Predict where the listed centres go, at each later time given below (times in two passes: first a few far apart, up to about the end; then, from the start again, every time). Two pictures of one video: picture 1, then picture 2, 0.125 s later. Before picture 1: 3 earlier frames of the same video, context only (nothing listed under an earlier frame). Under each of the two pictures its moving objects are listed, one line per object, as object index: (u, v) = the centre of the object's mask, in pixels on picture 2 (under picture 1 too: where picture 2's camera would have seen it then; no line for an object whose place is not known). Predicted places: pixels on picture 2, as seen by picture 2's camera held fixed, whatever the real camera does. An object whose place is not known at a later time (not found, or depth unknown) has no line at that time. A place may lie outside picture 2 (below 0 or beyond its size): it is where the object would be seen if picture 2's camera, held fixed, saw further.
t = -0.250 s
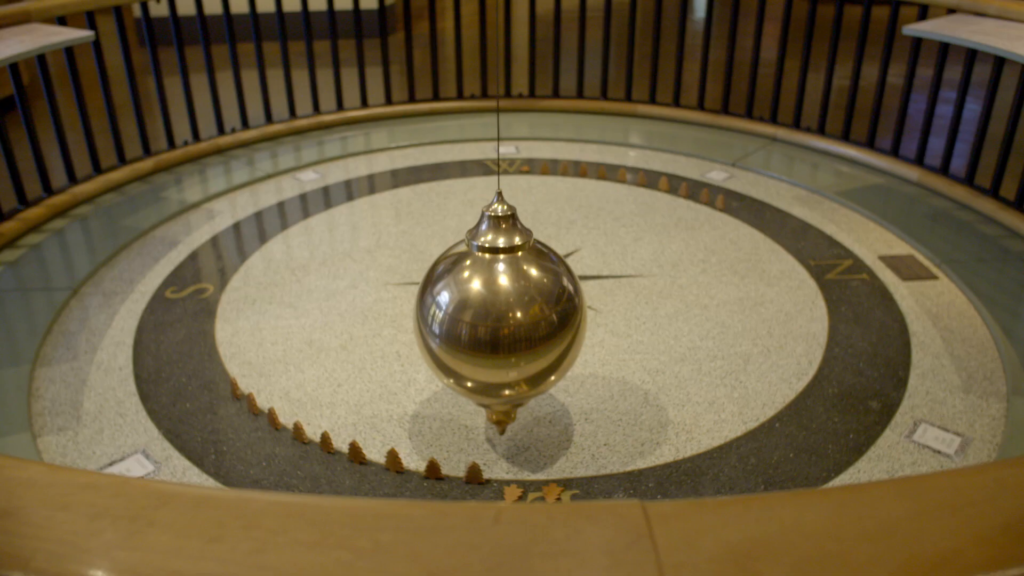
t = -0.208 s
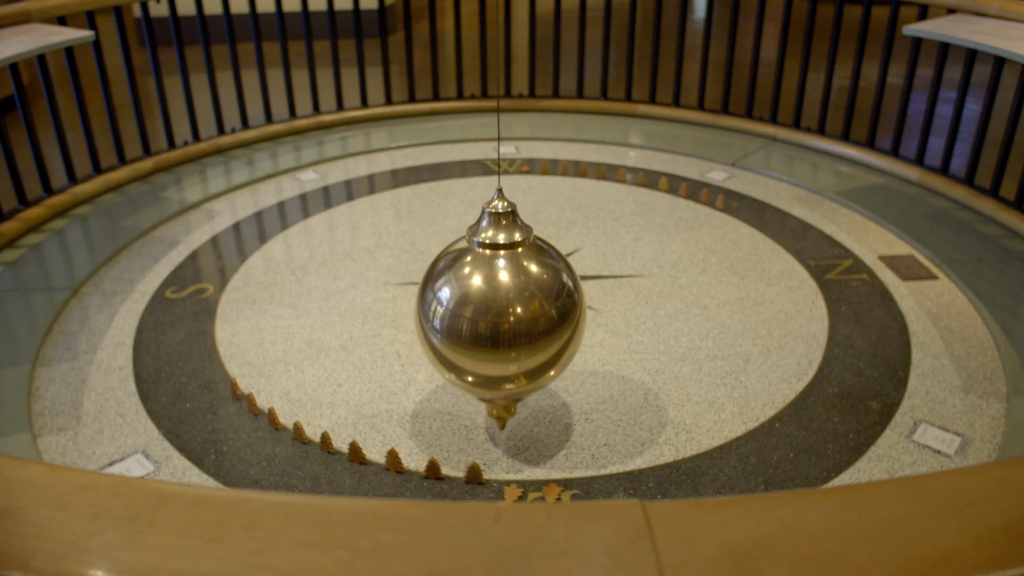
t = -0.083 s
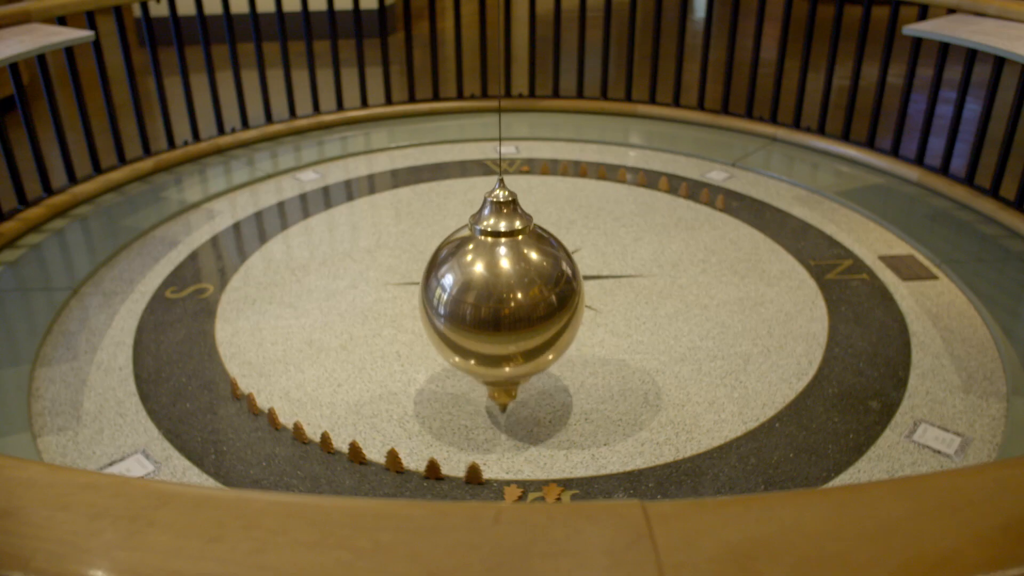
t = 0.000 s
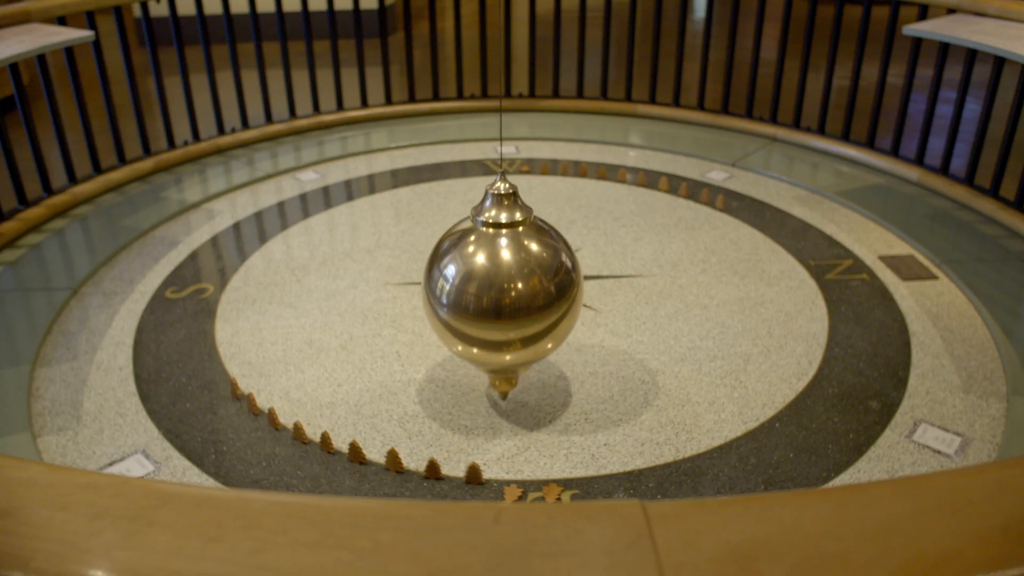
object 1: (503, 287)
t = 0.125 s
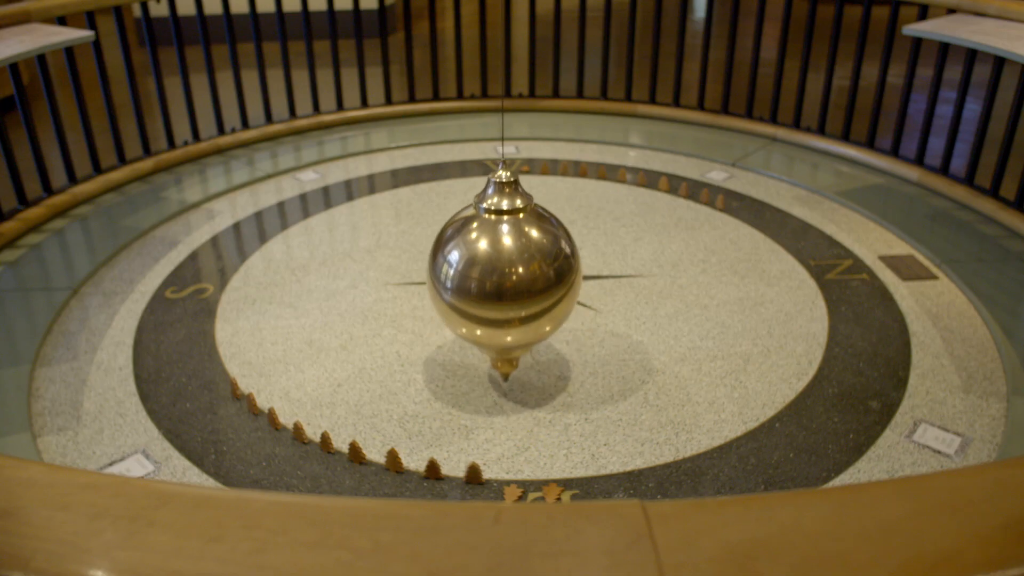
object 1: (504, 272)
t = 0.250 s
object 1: (506, 257)
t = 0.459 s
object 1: (509, 232)
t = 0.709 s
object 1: (513, 208)
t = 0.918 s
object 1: (515, 181)
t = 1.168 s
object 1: (518, 157)
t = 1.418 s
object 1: (521, 136)
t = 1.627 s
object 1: (523, 122)
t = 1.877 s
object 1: (526, 108)
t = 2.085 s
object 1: (527, 98)
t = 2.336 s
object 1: (529, 91)
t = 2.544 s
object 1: (530, 89)
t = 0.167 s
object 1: (504, 267)
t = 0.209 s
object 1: (505, 262)
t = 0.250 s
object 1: (506, 257)
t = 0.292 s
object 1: (506, 252)
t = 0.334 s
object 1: (507, 247)
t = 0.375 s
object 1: (507, 242)
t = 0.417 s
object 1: (508, 237)
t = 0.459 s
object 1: (509, 232)
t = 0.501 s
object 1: (509, 227)
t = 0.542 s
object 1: (510, 222)
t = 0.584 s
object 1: (511, 217)
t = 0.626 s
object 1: (511, 213)
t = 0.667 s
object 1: (512, 208)
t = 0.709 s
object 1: (513, 208)
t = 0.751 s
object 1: (514, 205)
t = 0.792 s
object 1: (513, 194)
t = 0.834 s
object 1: (514, 196)
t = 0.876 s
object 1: (514, 185)
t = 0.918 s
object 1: (515, 181)
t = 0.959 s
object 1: (516, 177)
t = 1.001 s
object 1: (516, 172)
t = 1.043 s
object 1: (517, 168)
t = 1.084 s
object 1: (517, 164)
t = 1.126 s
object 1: (518, 160)
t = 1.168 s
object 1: (518, 157)
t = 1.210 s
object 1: (519, 153)
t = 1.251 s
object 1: (519, 149)
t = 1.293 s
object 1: (520, 146)
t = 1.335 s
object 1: (520, 142)
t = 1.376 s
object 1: (521, 139)
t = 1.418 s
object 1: (521, 136)
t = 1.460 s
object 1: (522, 133)
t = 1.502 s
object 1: (522, 130)
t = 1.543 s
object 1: (523, 127)
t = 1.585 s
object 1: (523, 124)
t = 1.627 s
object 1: (523, 122)
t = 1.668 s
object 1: (524, 119)
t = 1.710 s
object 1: (524, 117)
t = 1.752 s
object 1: (524, 114)
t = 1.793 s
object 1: (525, 112)
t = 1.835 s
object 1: (525, 110)
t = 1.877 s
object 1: (526, 108)
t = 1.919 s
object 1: (526, 106)
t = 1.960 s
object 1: (527, 104)
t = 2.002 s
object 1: (527, 102)
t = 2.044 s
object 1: (527, 100)
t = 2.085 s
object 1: (527, 98)
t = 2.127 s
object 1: (528, 97)
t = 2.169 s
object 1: (528, 96)
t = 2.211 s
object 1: (528, 95)
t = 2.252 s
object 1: (528, 93)
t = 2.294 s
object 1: (529, 92)
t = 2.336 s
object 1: (529, 91)
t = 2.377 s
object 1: (529, 91)
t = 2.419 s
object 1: (529, 90)
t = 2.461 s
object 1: (530, 89)
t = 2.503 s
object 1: (530, 89)
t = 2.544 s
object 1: (530, 89)
